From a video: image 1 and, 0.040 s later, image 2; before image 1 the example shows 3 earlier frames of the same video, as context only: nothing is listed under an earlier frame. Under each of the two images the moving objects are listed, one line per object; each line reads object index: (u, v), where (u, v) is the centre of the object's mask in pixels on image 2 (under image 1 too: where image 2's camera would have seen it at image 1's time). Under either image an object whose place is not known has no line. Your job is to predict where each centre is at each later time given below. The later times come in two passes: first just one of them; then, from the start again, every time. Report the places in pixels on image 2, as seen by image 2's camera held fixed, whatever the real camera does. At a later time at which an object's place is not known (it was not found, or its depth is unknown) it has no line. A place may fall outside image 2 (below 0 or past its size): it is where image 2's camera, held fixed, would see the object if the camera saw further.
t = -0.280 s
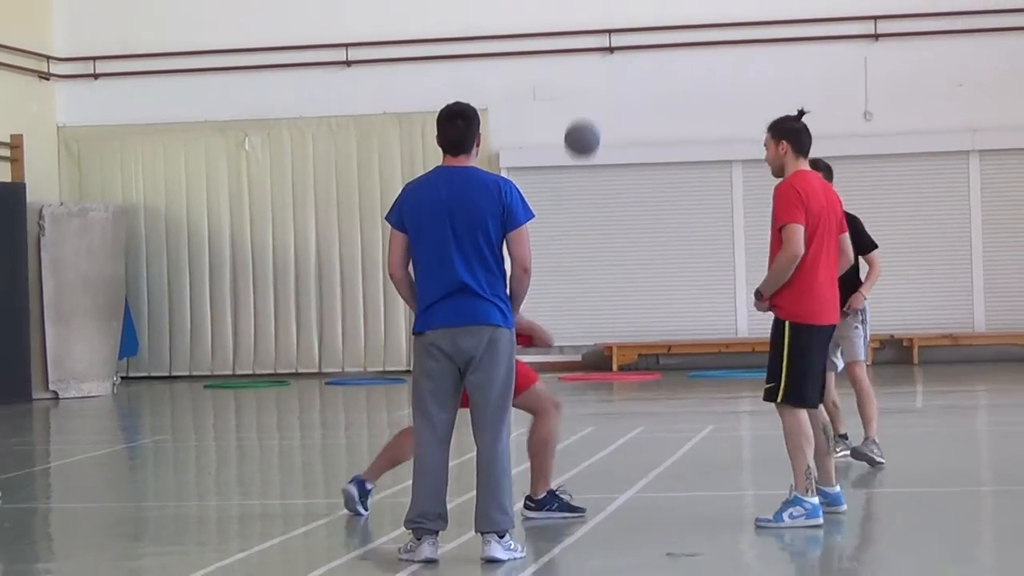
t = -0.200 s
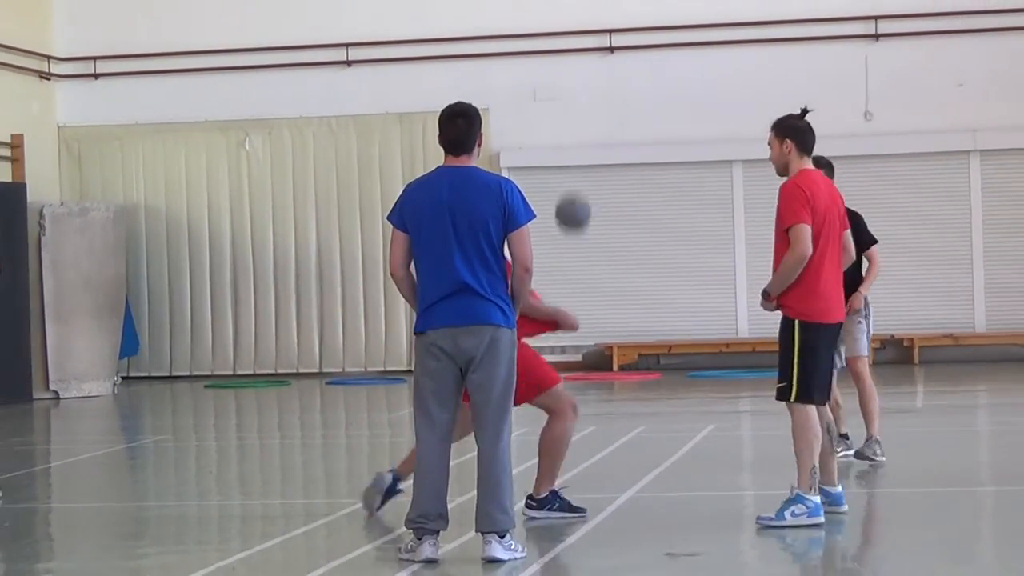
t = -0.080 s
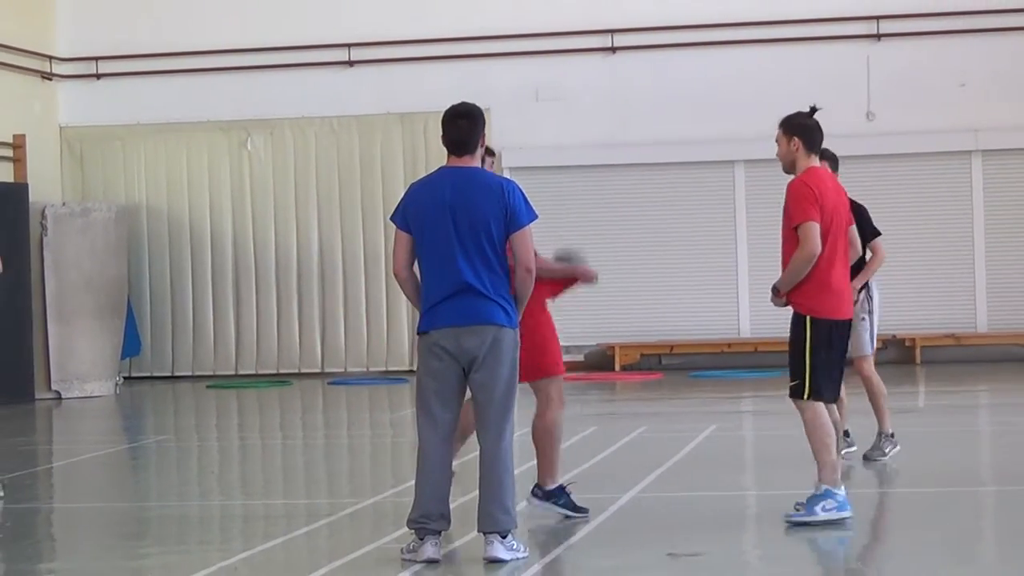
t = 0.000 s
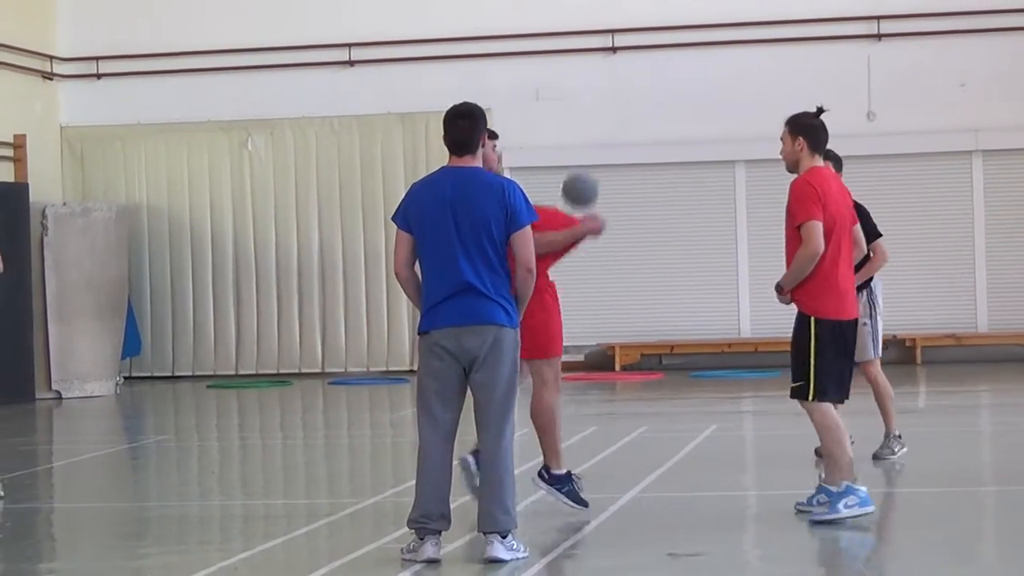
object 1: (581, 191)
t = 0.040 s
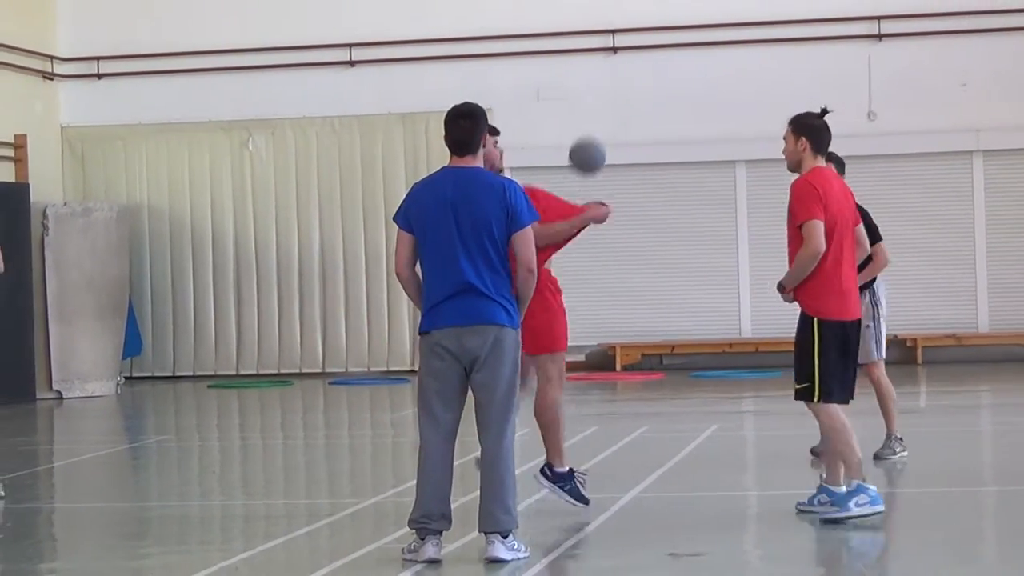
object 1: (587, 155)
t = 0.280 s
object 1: (624, 25)
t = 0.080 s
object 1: (593, 125)
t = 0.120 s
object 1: (599, 98)
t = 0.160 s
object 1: (606, 75)
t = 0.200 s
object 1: (612, 54)
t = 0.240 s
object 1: (618, 38)
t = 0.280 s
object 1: (624, 25)
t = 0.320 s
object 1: (629, 16)
